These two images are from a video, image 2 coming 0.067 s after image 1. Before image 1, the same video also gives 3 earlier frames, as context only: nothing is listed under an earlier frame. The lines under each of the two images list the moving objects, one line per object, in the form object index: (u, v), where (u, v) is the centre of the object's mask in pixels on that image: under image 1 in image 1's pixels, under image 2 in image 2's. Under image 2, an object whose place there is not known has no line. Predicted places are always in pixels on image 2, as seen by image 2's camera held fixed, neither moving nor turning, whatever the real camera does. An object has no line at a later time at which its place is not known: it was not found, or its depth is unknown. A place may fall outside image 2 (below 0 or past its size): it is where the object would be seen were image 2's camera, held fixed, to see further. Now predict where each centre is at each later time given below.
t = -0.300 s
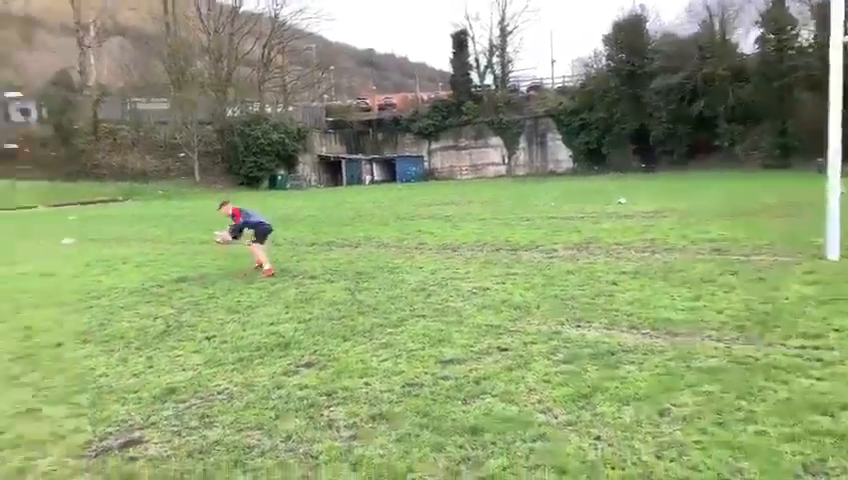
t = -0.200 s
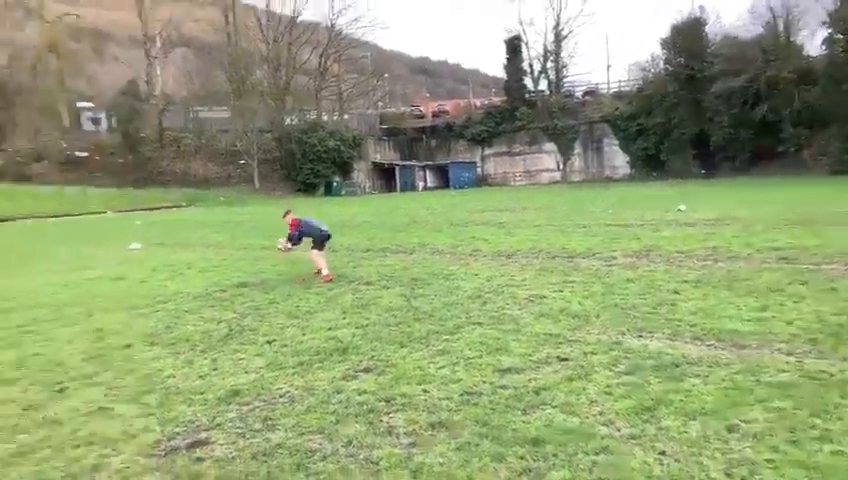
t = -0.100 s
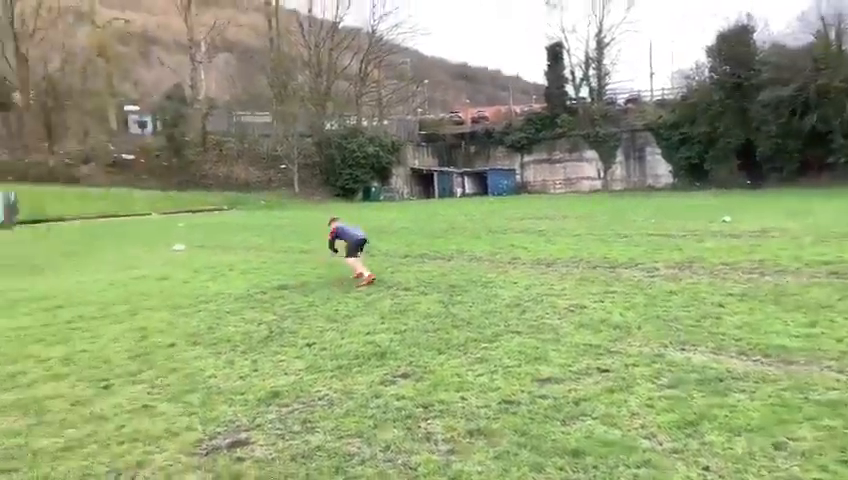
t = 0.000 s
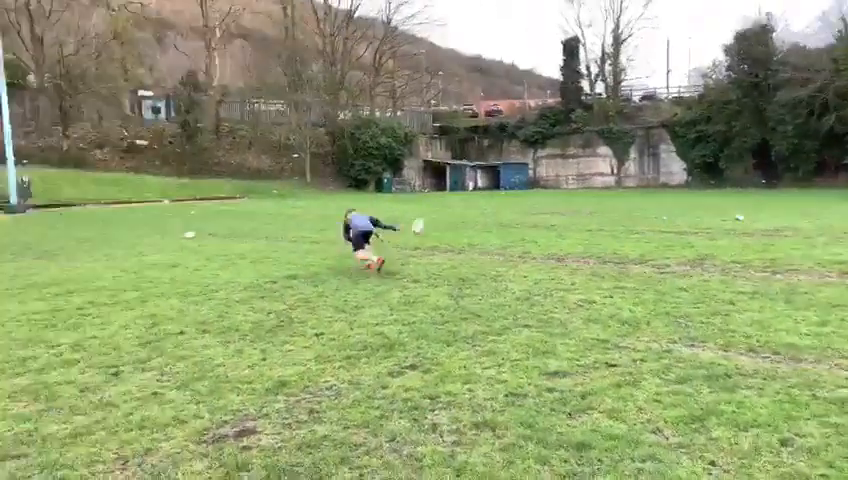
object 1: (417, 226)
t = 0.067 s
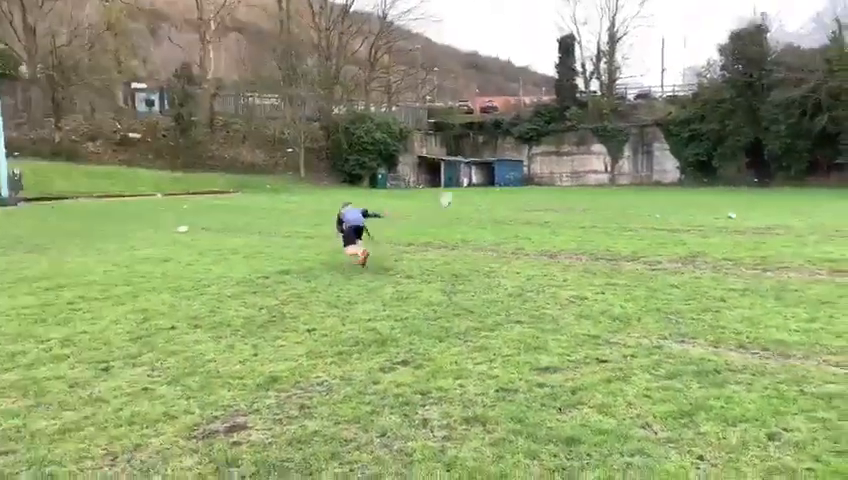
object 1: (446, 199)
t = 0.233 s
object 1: (548, 147)
